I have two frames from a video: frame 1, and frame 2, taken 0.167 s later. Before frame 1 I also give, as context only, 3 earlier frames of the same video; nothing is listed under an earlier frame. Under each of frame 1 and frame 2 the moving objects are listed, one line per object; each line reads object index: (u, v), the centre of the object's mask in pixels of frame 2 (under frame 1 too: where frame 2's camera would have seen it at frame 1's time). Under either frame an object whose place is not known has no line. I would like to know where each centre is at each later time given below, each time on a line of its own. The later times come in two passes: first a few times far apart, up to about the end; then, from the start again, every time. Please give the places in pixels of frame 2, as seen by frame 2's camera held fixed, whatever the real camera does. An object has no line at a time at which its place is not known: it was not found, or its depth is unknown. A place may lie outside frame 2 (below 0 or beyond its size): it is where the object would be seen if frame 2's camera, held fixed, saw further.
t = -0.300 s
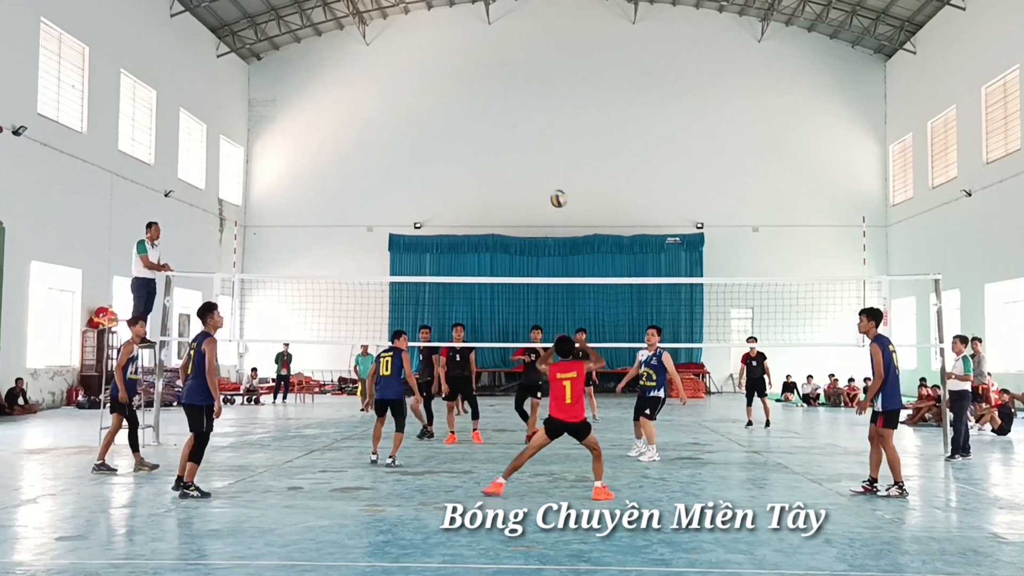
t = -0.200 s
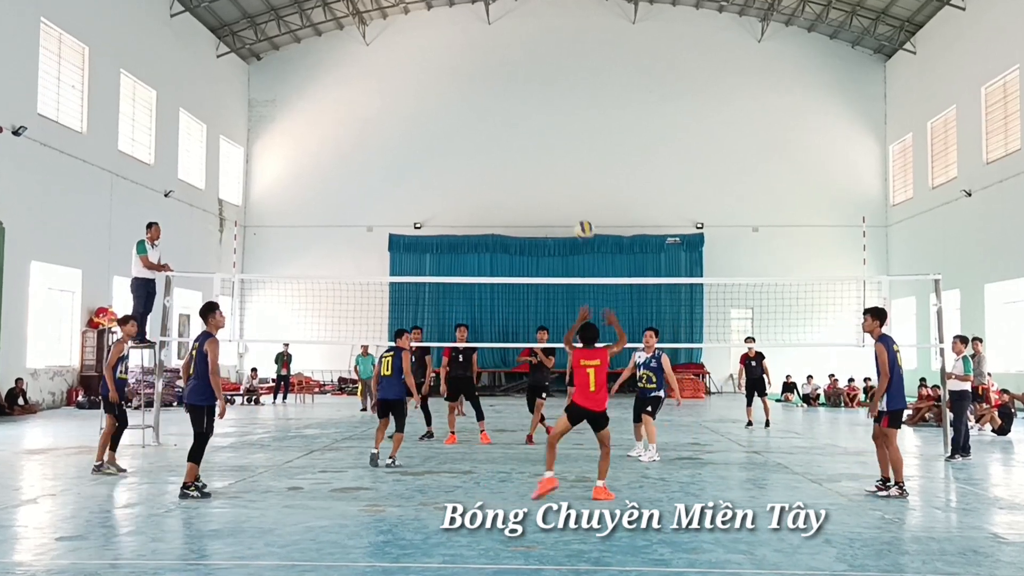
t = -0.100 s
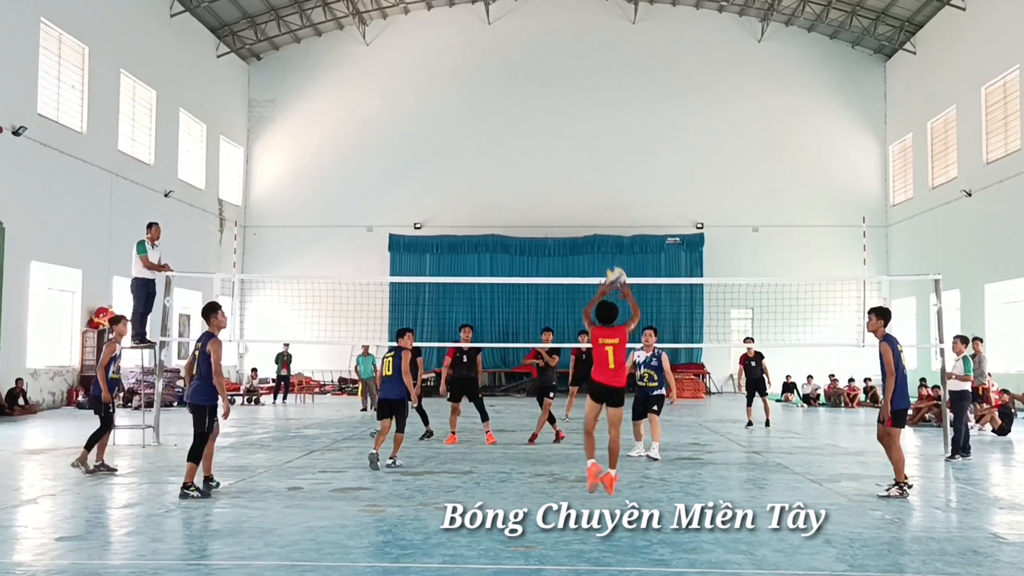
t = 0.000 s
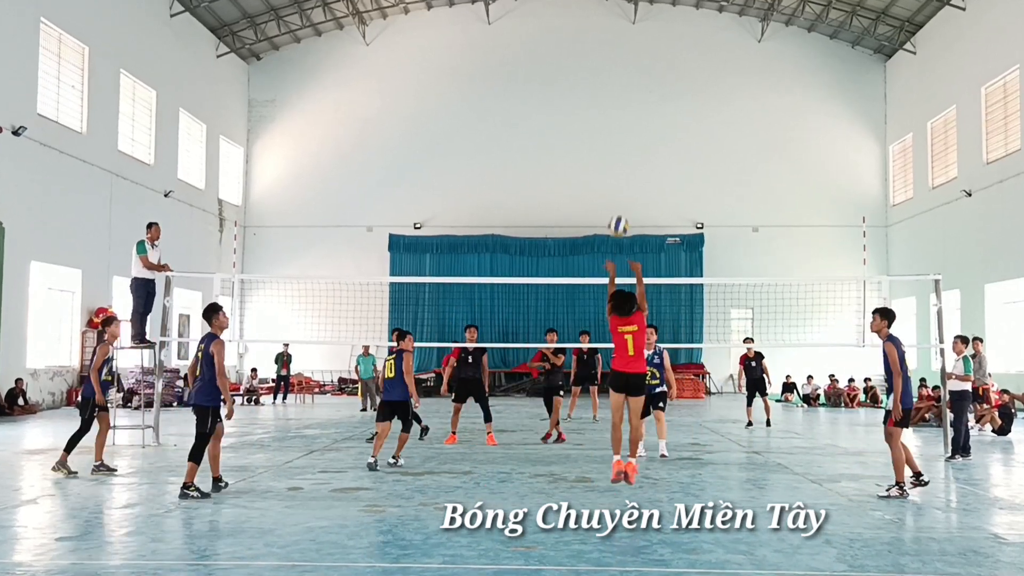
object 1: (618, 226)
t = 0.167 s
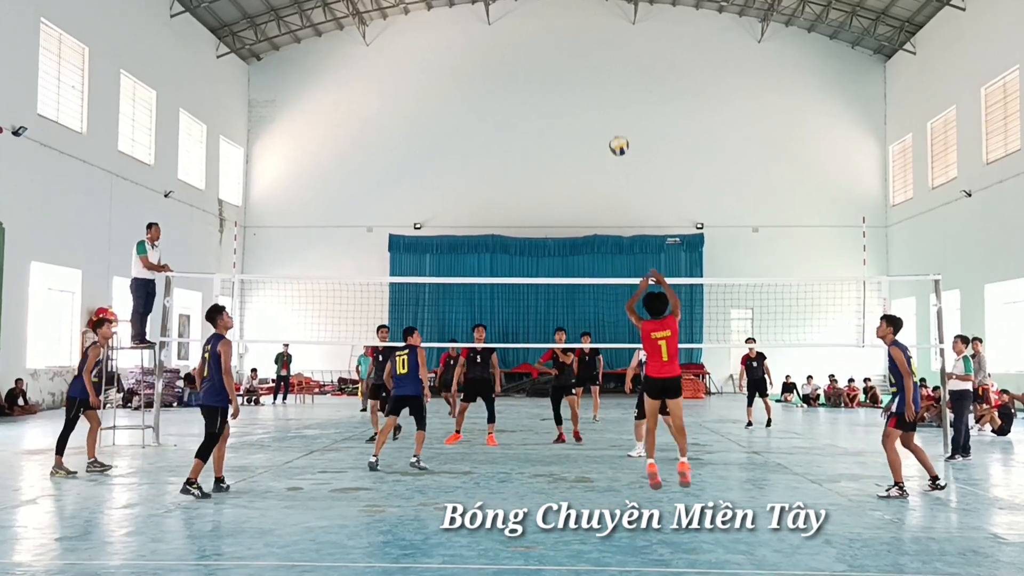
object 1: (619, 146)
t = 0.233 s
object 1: (619, 124)
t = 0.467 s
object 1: (619, 80)
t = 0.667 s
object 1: (618, 84)
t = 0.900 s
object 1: (617, 129)
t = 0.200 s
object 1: (619, 134)
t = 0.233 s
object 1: (619, 124)
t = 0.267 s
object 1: (619, 114)
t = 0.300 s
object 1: (619, 105)
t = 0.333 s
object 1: (619, 98)
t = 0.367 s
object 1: (619, 92)
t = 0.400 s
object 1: (619, 87)
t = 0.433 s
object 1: (619, 83)
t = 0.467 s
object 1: (619, 80)
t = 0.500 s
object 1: (619, 79)
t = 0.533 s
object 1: (619, 78)
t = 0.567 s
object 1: (619, 78)
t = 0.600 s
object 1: (619, 79)
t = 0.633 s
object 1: (618, 81)
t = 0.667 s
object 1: (618, 84)
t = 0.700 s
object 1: (618, 88)
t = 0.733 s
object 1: (618, 93)
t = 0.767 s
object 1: (617, 98)
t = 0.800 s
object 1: (617, 105)
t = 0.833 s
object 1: (617, 113)
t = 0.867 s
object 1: (617, 121)
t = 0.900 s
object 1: (617, 129)
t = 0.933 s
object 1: (616, 139)
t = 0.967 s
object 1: (616, 149)
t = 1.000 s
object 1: (617, 159)
